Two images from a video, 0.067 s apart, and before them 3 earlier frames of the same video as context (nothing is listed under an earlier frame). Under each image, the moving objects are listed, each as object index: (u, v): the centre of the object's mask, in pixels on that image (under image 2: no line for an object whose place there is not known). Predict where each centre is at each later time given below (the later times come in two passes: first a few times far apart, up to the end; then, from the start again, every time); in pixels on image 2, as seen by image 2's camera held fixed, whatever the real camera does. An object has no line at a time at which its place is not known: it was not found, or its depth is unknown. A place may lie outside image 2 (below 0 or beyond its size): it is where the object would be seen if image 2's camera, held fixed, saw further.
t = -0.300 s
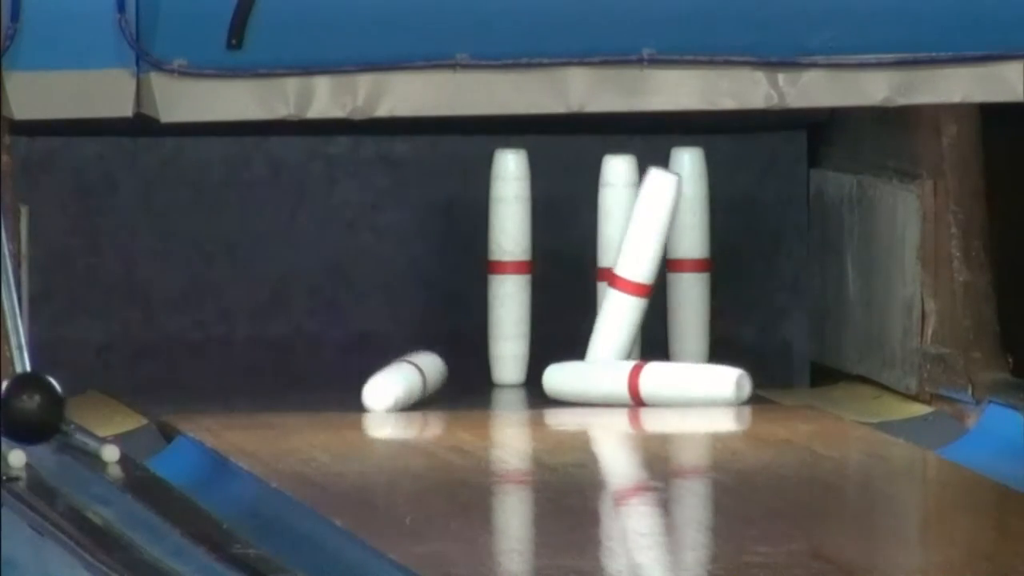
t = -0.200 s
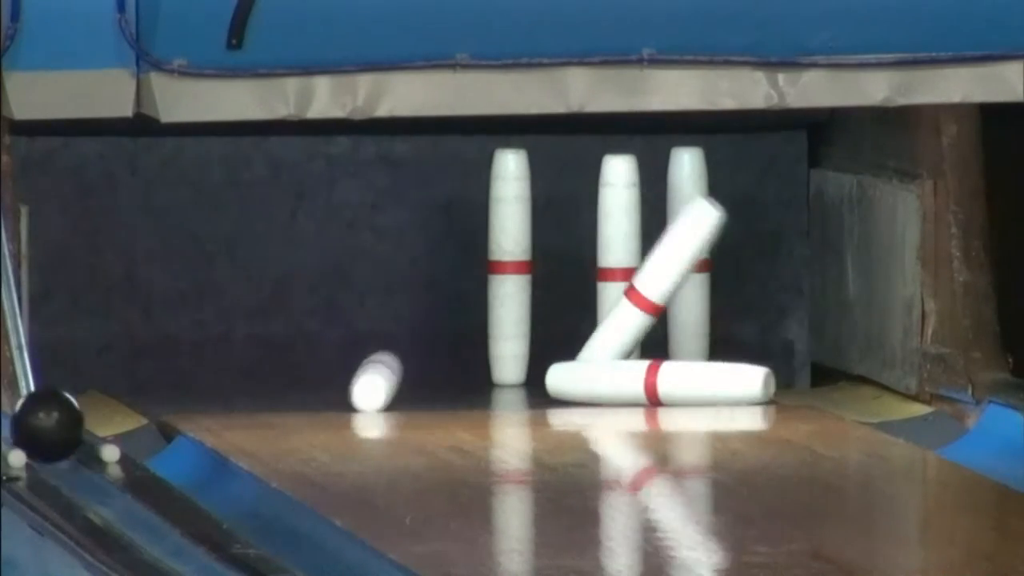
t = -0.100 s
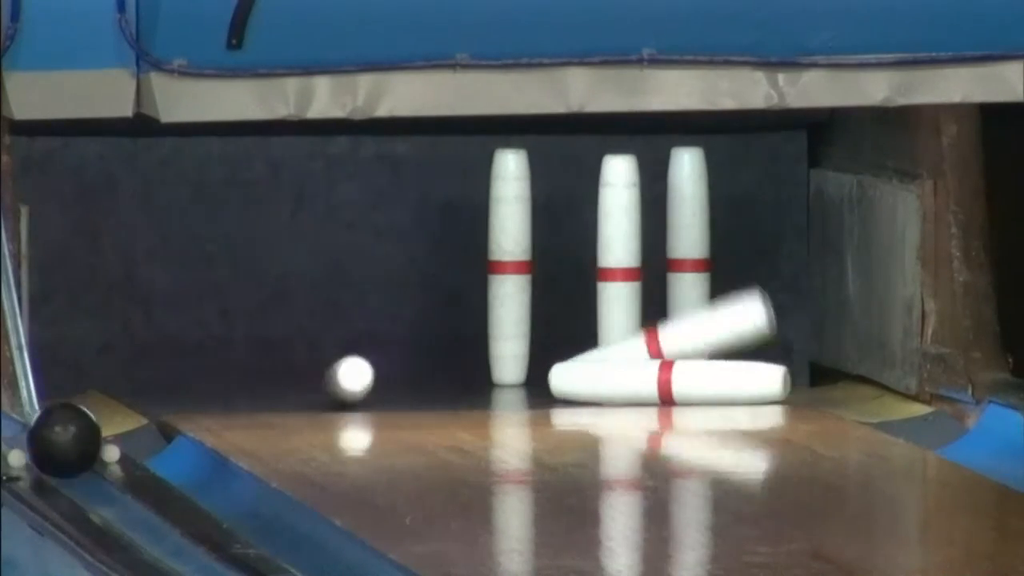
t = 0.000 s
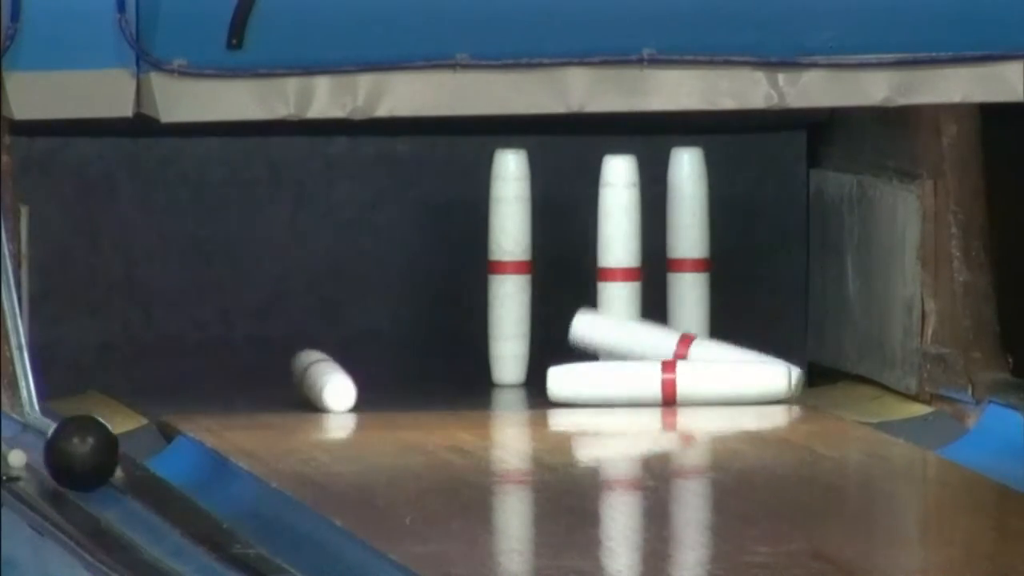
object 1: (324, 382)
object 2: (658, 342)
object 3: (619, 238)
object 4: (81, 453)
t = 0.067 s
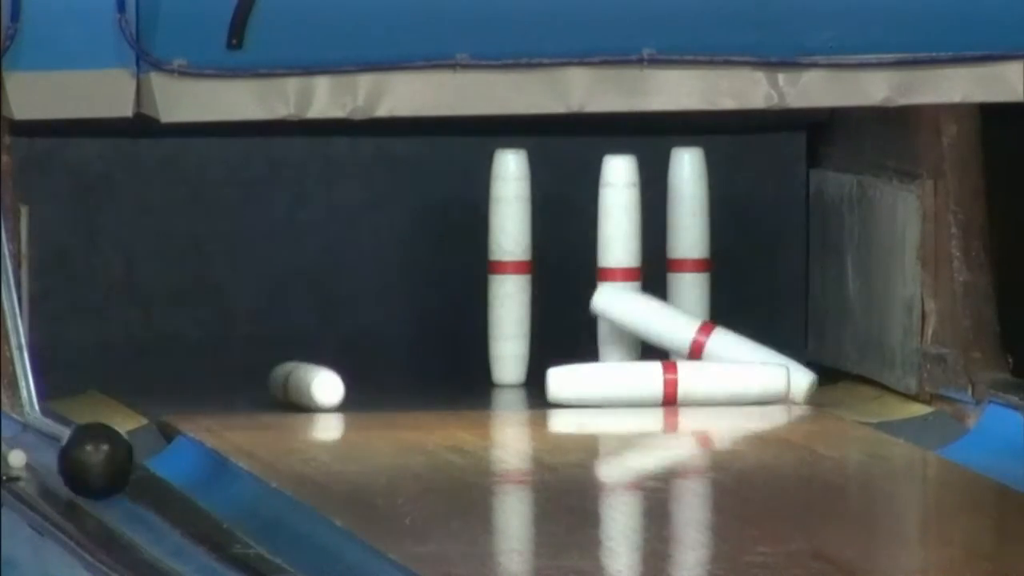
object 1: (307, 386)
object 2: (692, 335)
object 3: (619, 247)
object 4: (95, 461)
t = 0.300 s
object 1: (249, 386)
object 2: (780, 355)
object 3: (615, 262)
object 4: (144, 497)
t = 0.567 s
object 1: (183, 388)
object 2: (766, 363)
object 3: (594, 291)
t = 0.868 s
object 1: (109, 398)
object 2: (800, 374)
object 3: (589, 312)
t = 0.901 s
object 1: (99, 400)
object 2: (806, 375)
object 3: (591, 316)
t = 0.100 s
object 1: (299, 383)
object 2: (705, 337)
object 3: (618, 251)
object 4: (103, 465)
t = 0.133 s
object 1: (290, 384)
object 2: (719, 344)
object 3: (618, 252)
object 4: (108, 471)
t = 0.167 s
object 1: (281, 386)
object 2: (730, 353)
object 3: (618, 252)
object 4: (116, 476)
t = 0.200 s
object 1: (273, 385)
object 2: (756, 362)
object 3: (618, 257)
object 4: (122, 481)
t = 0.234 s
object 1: (265, 386)
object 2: (791, 361)
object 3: (618, 260)
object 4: (130, 486)
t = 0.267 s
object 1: (257, 386)
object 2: (785, 355)
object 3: (618, 261)
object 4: (137, 490)
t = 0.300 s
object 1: (249, 386)
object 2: (780, 355)
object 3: (615, 262)
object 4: (144, 497)
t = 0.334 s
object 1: (240, 386)
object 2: (778, 361)
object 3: (611, 262)
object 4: (152, 501)
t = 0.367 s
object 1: (231, 386)
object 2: (766, 367)
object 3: (608, 264)
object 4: (159, 507)
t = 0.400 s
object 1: (224, 387)
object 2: (752, 365)
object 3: (604, 268)
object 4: (165, 513)
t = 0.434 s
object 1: (215, 387)
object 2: (749, 363)
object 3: (601, 272)
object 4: (173, 518)
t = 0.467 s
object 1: (206, 387)
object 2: (751, 365)
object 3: (598, 276)
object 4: (180, 523)
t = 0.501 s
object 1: (199, 388)
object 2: (758, 367)
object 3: (596, 279)
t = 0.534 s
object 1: (191, 388)
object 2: (765, 364)
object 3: (595, 283)
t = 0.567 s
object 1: (183, 388)
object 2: (766, 363)
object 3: (594, 291)
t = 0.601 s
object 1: (174, 388)
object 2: (766, 365)
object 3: (594, 304)
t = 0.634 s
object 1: (167, 389)
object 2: (763, 368)
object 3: (592, 324)
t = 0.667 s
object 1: (159, 389)
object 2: (774, 371)
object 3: (594, 349)
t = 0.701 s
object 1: (151, 389)
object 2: (772, 369)
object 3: (566, 361)
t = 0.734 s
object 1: (144, 389)
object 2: (776, 370)
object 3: (572, 339)
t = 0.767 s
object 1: (137, 390)
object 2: (781, 371)
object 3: (577, 324)
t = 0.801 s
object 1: (129, 391)
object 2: (787, 371)
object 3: (583, 316)
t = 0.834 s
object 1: (119, 394)
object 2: (794, 372)
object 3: (586, 311)
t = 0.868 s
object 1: (109, 398)
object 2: (800, 374)
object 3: (589, 312)
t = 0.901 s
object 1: (99, 400)
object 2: (806, 375)
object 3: (591, 316)
